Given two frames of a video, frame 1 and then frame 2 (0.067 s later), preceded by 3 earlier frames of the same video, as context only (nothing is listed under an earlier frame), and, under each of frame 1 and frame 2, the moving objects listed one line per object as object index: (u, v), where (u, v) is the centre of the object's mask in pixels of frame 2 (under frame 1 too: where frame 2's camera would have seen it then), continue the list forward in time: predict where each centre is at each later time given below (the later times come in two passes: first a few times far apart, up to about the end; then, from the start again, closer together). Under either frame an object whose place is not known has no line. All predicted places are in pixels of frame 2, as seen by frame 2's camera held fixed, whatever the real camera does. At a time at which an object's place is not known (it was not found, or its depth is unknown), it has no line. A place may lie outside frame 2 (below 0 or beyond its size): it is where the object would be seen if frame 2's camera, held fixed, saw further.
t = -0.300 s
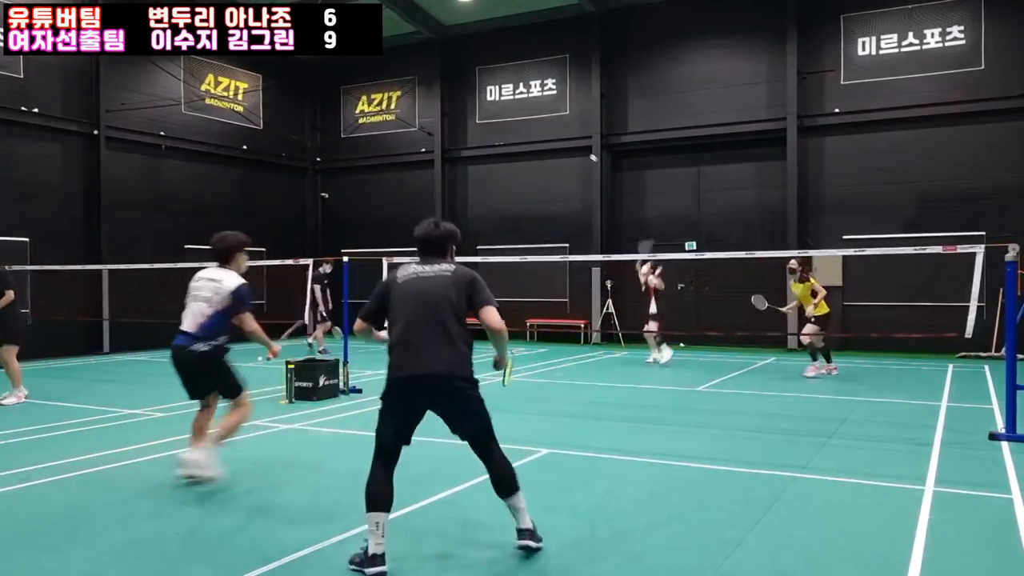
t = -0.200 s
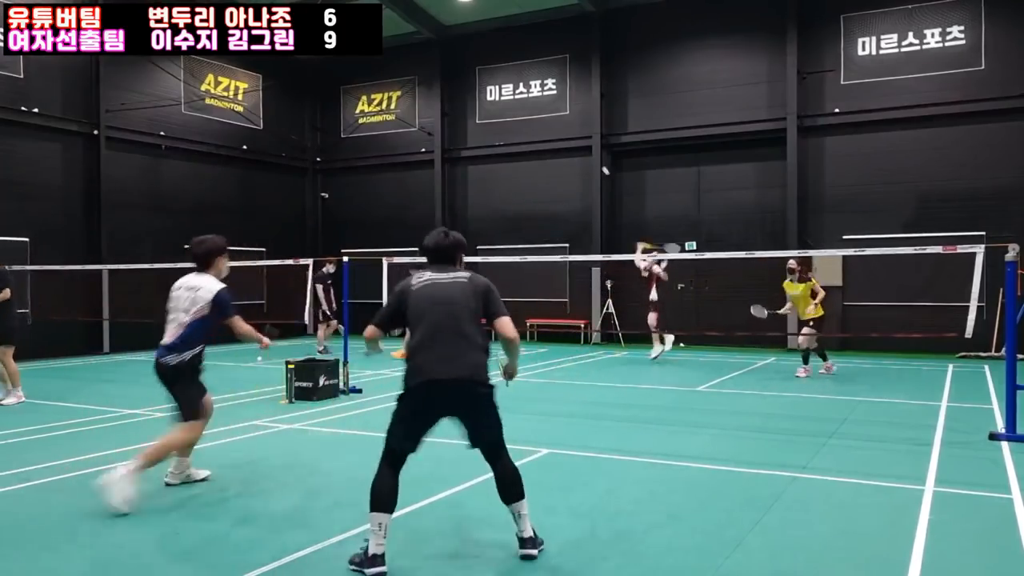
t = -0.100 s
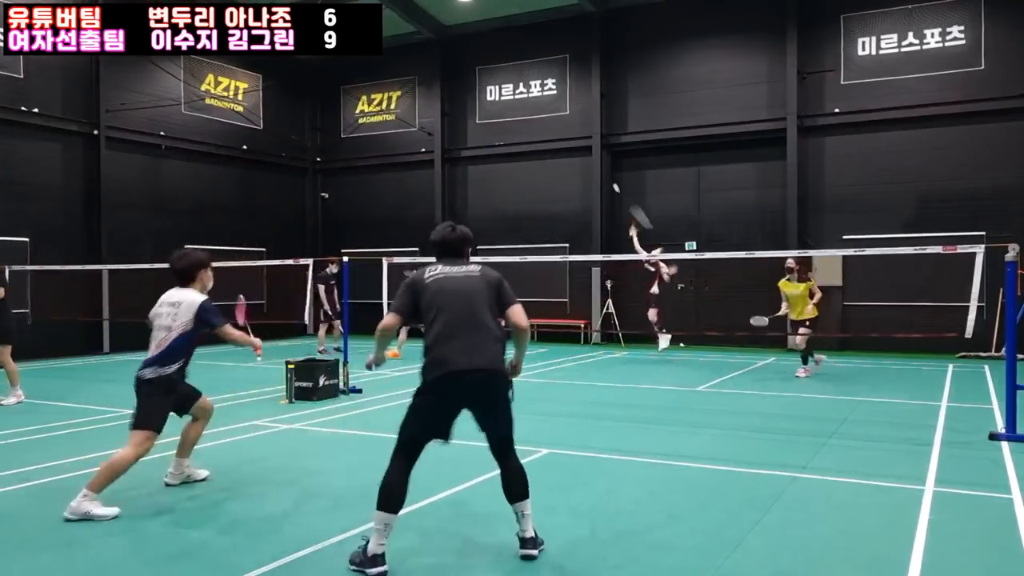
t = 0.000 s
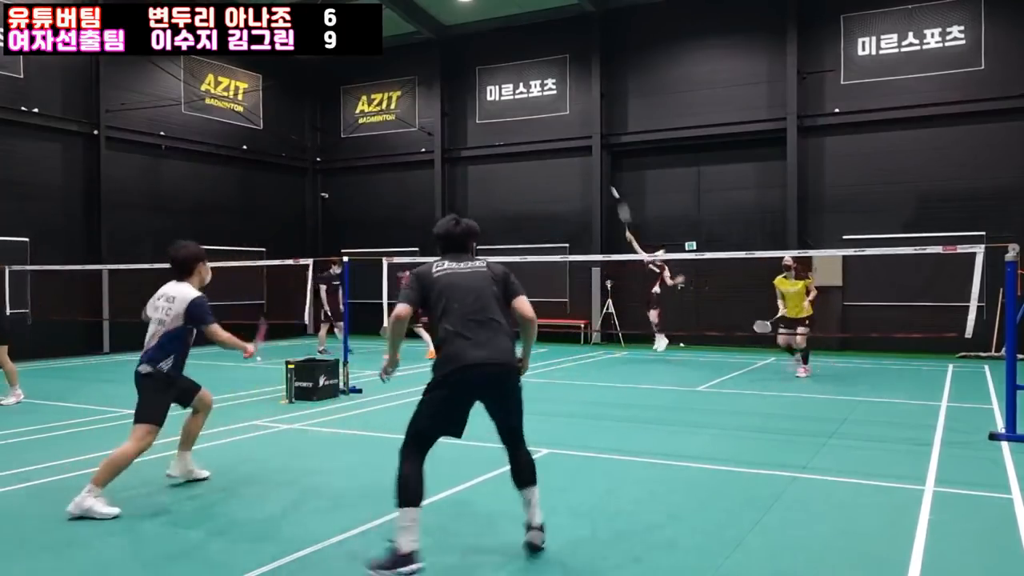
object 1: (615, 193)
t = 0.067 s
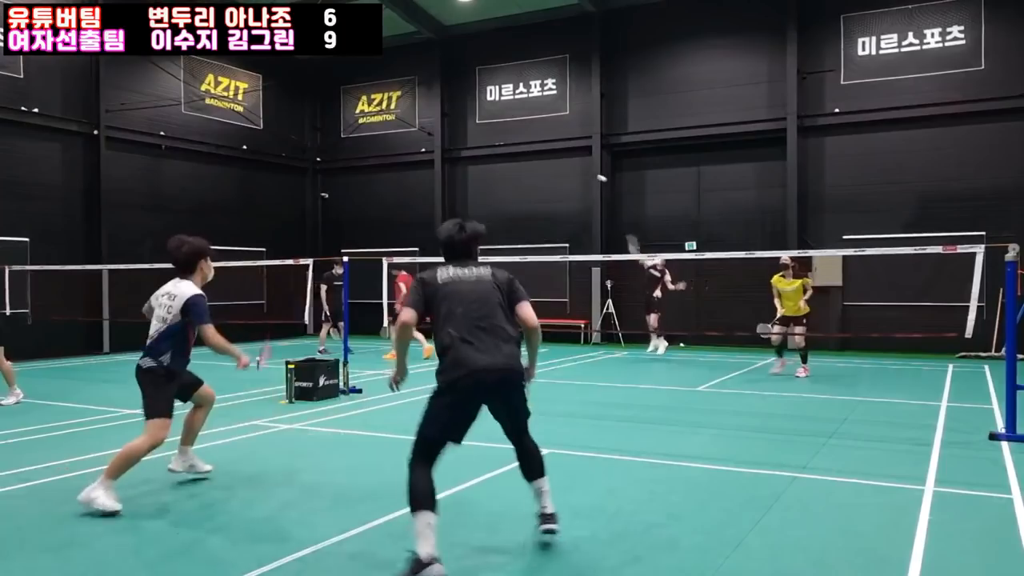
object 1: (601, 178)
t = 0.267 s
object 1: (569, 166)
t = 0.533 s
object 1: (526, 200)
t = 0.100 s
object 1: (595, 175)
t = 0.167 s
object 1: (585, 170)
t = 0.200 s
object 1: (579, 167)
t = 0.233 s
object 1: (574, 166)
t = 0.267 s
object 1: (569, 166)
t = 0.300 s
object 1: (563, 167)
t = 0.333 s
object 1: (558, 169)
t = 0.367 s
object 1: (553, 172)
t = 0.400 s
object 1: (547, 175)
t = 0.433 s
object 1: (542, 180)
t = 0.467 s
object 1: (537, 186)
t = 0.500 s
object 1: (531, 192)
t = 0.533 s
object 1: (526, 200)
